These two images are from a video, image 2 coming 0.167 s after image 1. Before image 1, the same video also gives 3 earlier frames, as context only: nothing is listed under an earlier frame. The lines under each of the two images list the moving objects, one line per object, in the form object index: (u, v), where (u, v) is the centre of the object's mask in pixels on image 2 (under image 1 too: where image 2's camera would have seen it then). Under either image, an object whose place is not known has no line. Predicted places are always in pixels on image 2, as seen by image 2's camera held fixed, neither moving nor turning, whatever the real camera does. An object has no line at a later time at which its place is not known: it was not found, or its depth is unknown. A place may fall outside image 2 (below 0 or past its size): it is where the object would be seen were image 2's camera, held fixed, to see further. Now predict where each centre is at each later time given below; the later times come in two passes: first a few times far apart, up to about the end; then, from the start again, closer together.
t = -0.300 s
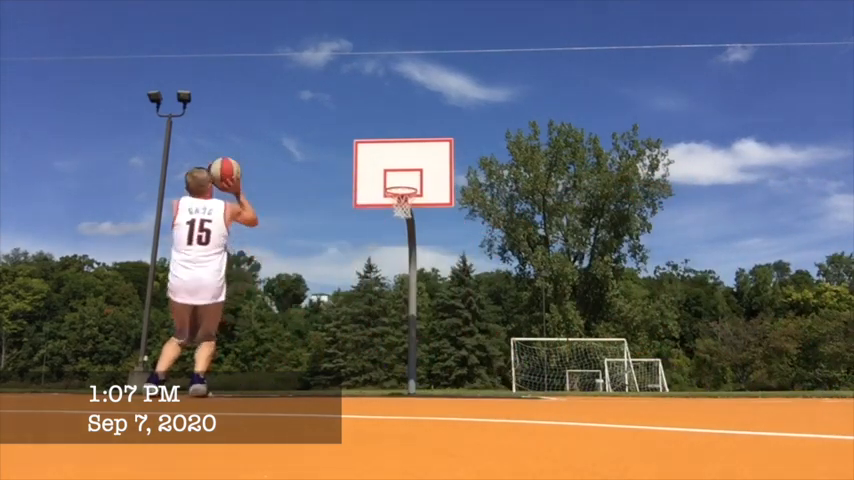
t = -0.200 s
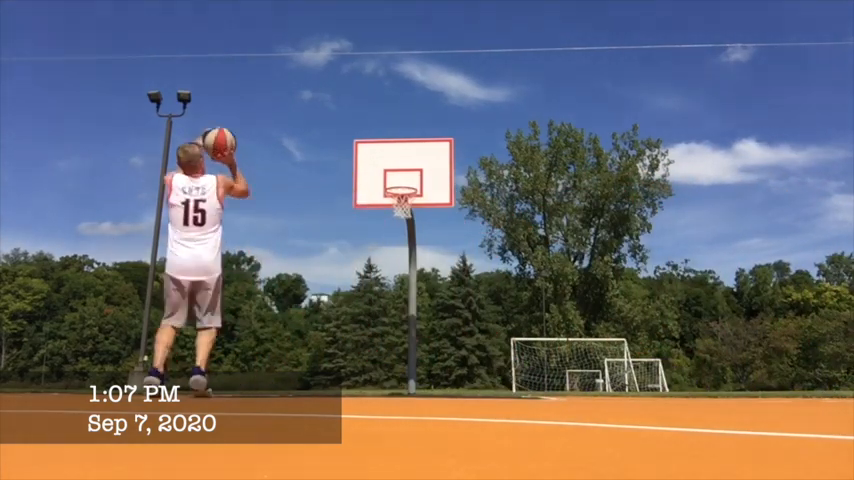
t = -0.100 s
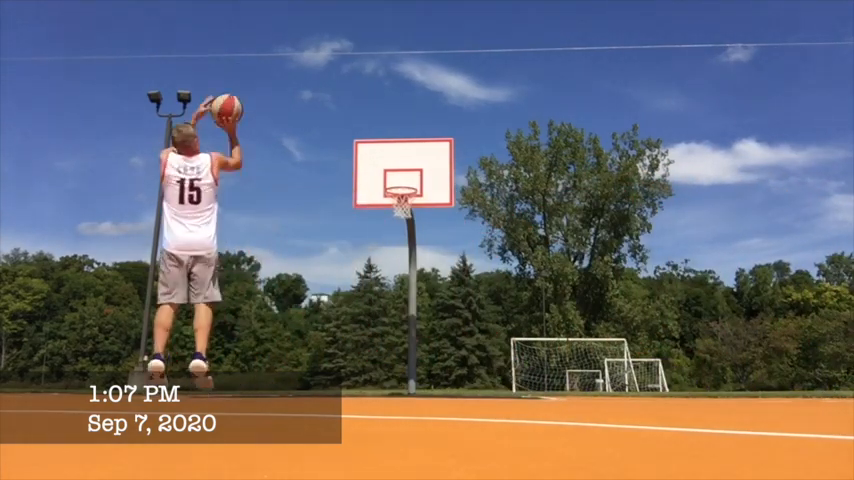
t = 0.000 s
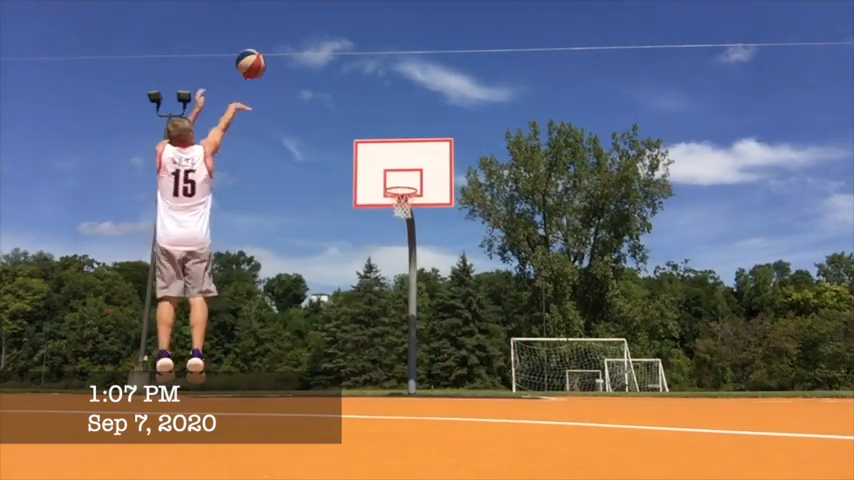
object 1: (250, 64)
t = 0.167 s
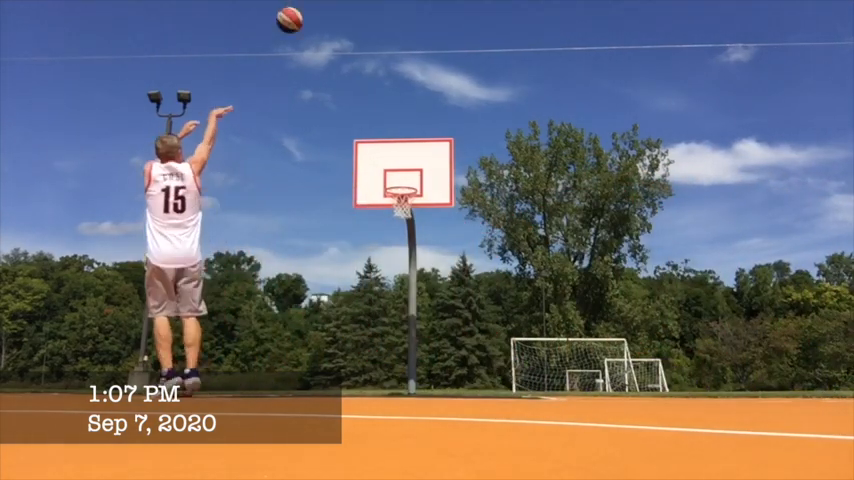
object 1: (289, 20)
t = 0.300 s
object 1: (313, 10)
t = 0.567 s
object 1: (349, 31)
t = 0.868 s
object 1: (377, 104)
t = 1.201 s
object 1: (409, 213)
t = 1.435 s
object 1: (438, 275)
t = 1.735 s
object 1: (480, 371)
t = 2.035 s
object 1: (515, 287)
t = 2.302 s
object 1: (546, 260)
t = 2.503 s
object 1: (575, 275)
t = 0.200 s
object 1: (296, 16)
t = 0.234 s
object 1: (302, 13)
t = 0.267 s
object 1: (307, 12)
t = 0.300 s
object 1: (313, 10)
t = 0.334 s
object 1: (318, 10)
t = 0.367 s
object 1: (323, 10)
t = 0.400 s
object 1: (328, 11)
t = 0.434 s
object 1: (332, 13)
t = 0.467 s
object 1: (337, 17)
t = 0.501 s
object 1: (341, 21)
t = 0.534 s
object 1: (346, 26)
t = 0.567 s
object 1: (349, 31)
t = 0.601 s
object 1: (352, 37)
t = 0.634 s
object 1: (356, 43)
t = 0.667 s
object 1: (360, 50)
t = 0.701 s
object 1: (363, 58)
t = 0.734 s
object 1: (366, 66)
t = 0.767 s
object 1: (369, 75)
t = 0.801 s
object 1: (372, 85)
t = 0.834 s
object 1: (374, 94)
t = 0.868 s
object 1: (377, 104)
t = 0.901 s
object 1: (380, 115)
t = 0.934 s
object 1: (382, 126)
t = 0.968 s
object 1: (385, 137)
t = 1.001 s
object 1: (387, 149)
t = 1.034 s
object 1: (390, 162)
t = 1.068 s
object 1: (392, 175)
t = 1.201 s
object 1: (409, 213)
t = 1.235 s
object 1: (412, 219)
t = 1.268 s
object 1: (416, 227)
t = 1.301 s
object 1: (421, 235)
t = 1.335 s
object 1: (425, 244)
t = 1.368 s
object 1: (430, 254)
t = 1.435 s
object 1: (438, 275)
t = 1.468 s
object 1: (444, 286)
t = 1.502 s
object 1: (449, 300)
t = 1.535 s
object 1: (454, 312)
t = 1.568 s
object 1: (458, 328)
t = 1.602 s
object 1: (463, 343)
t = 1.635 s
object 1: (468, 358)
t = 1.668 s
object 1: (473, 376)
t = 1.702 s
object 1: (476, 385)
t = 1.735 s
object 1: (480, 371)
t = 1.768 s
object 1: (484, 359)
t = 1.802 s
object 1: (487, 347)
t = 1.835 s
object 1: (491, 336)
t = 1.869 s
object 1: (495, 325)
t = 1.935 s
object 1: (503, 308)
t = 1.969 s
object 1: (507, 300)
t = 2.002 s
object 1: (511, 293)
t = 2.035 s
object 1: (515, 287)
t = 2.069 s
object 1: (518, 281)
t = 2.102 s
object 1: (521, 278)
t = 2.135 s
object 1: (526, 271)
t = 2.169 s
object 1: (530, 268)
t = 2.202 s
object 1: (534, 265)
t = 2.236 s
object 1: (537, 263)
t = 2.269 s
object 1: (542, 261)
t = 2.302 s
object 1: (546, 260)
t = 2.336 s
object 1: (551, 260)
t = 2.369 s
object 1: (556, 260)
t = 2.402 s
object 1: (560, 262)
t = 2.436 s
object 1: (566, 266)
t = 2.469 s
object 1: (571, 270)
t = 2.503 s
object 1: (575, 275)
